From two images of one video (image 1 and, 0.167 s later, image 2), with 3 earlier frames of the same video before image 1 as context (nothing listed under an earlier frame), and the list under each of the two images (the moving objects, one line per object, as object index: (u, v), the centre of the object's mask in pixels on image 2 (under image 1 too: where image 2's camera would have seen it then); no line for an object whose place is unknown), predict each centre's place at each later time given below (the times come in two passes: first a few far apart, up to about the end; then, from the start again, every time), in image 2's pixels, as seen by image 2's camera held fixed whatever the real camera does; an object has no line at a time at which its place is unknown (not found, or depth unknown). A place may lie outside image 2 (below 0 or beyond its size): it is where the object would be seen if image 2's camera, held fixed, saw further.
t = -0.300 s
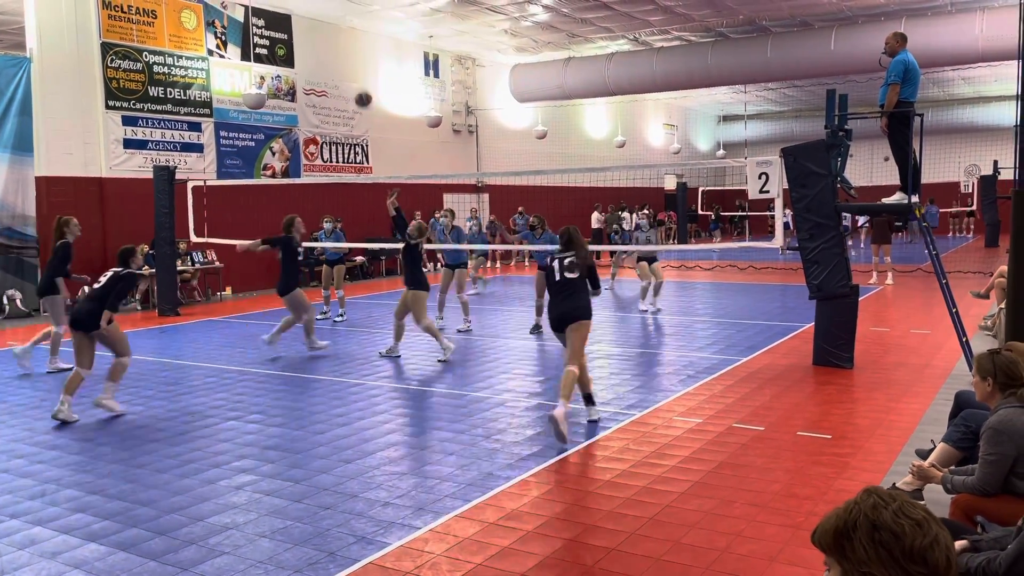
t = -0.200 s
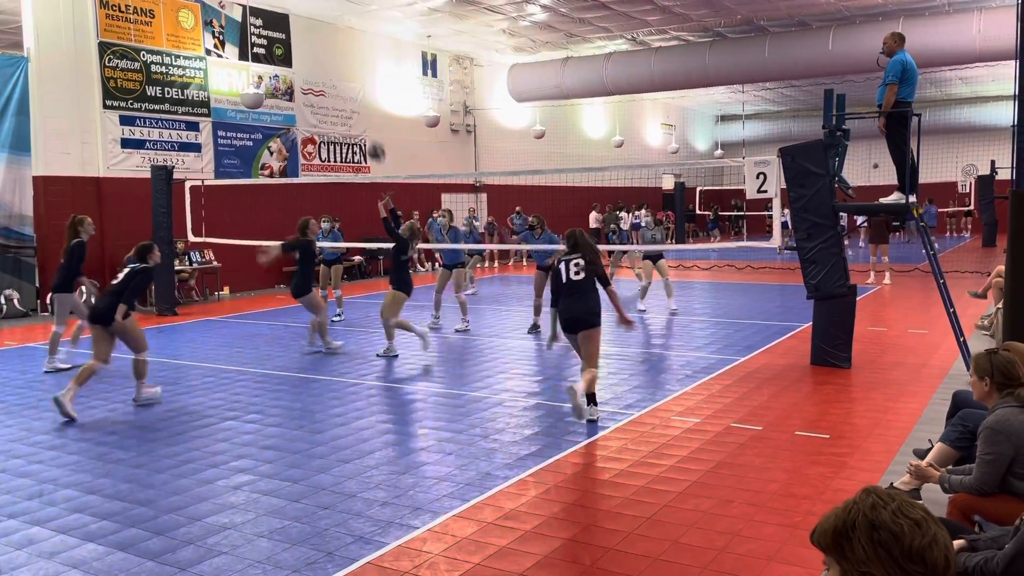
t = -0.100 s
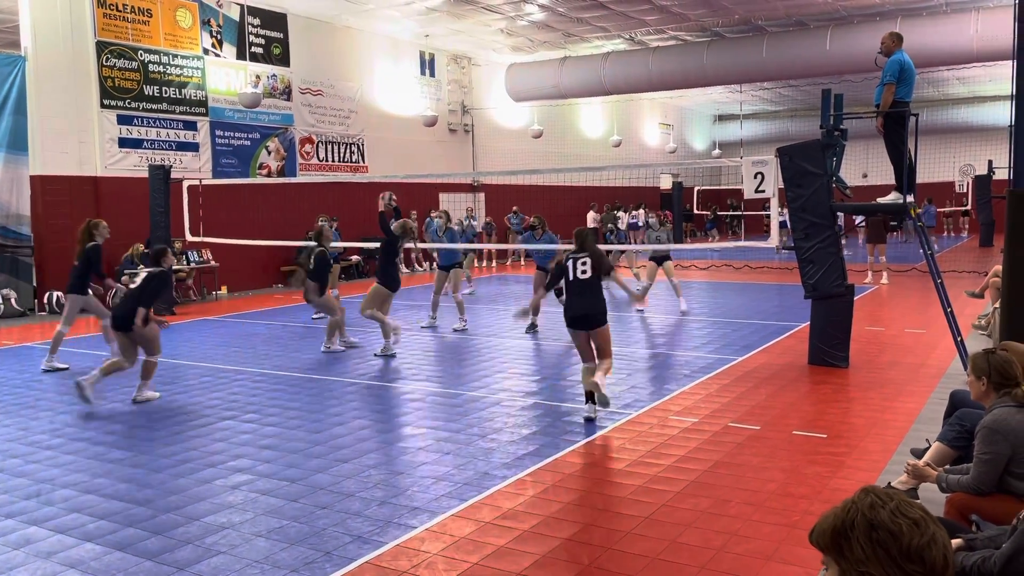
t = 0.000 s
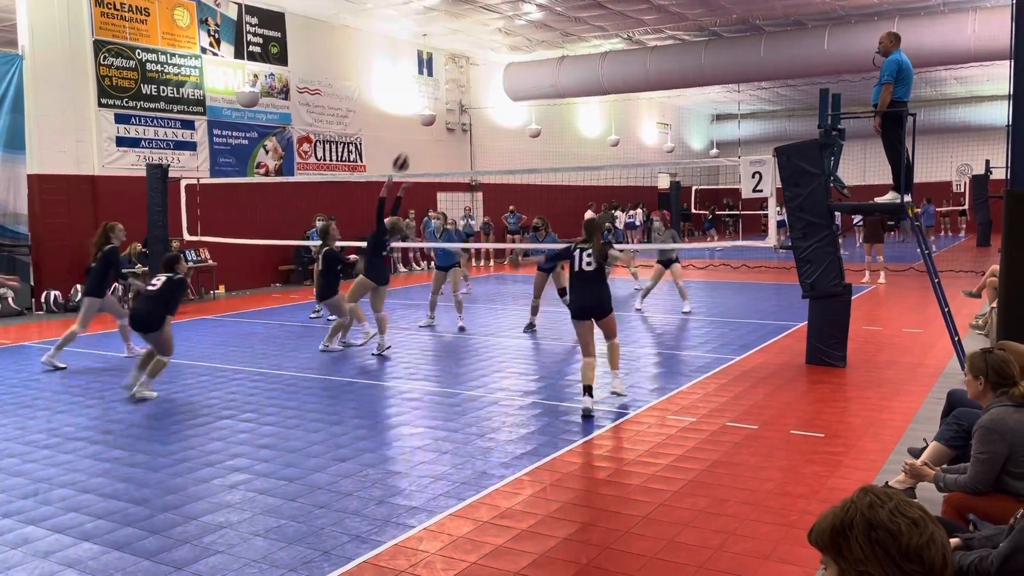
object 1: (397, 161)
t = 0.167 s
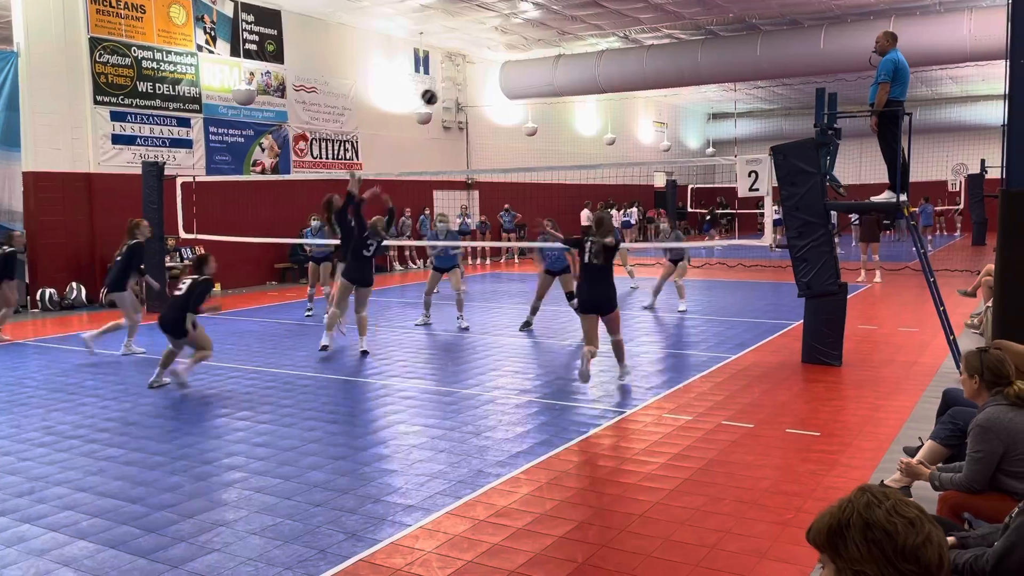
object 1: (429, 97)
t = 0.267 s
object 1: (449, 69)
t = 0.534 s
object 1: (504, 38)
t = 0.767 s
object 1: (553, 64)
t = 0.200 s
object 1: (436, 86)
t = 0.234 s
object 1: (443, 77)
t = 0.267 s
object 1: (449, 69)
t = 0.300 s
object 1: (456, 62)
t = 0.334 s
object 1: (462, 56)
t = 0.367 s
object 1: (469, 50)
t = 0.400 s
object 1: (476, 46)
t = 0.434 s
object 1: (483, 42)
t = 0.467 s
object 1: (490, 40)
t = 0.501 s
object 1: (497, 38)
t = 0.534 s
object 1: (504, 38)
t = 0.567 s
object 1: (511, 39)
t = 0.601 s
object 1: (518, 41)
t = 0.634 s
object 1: (525, 43)
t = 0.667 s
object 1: (532, 46)
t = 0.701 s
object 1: (539, 51)
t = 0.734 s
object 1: (547, 57)
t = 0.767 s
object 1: (553, 64)
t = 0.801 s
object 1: (560, 71)
